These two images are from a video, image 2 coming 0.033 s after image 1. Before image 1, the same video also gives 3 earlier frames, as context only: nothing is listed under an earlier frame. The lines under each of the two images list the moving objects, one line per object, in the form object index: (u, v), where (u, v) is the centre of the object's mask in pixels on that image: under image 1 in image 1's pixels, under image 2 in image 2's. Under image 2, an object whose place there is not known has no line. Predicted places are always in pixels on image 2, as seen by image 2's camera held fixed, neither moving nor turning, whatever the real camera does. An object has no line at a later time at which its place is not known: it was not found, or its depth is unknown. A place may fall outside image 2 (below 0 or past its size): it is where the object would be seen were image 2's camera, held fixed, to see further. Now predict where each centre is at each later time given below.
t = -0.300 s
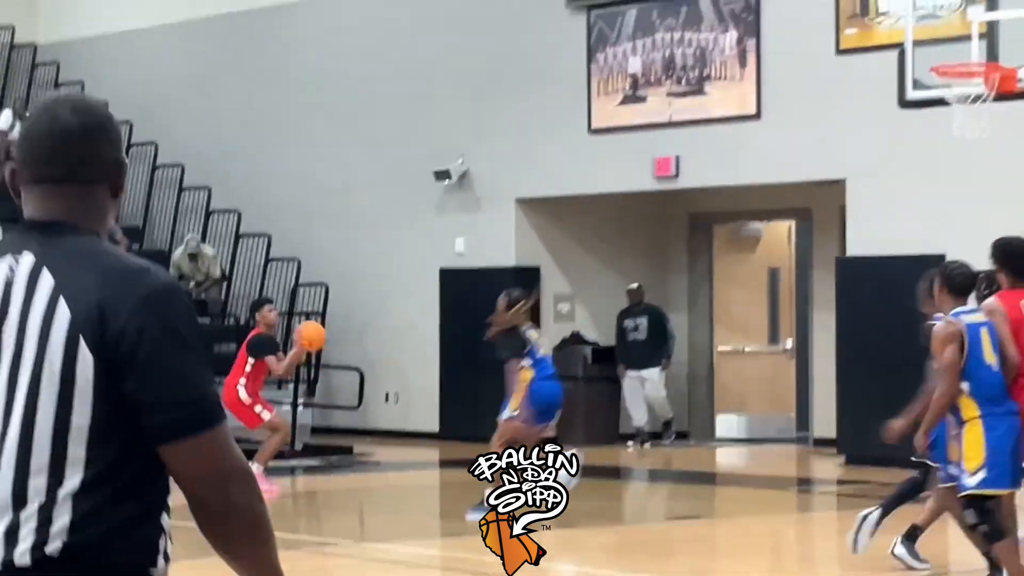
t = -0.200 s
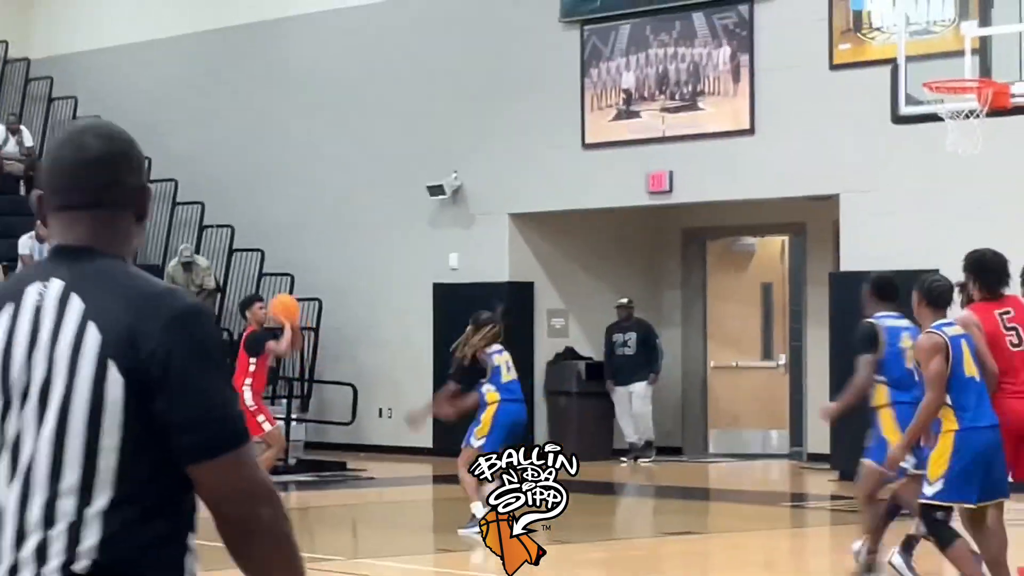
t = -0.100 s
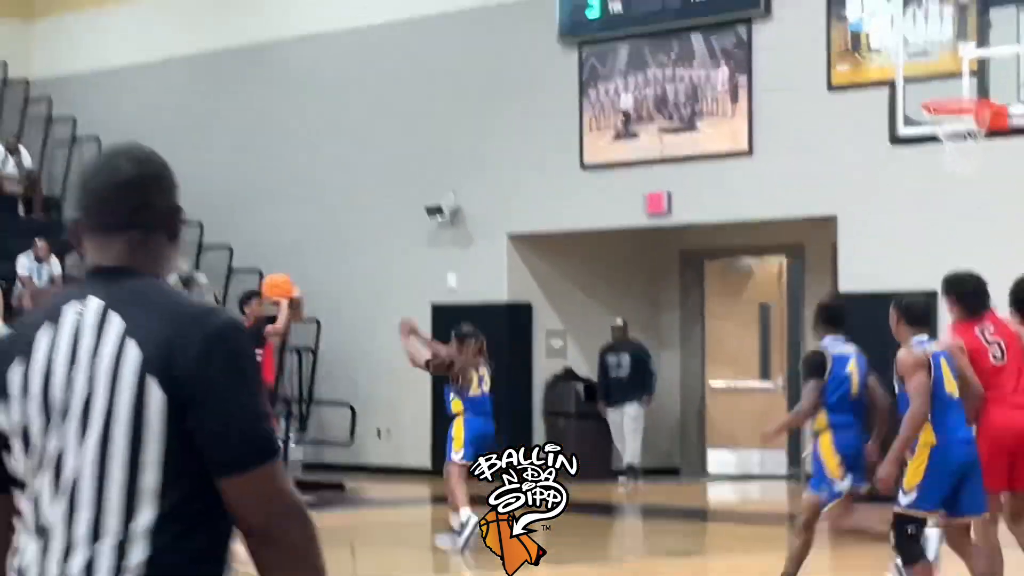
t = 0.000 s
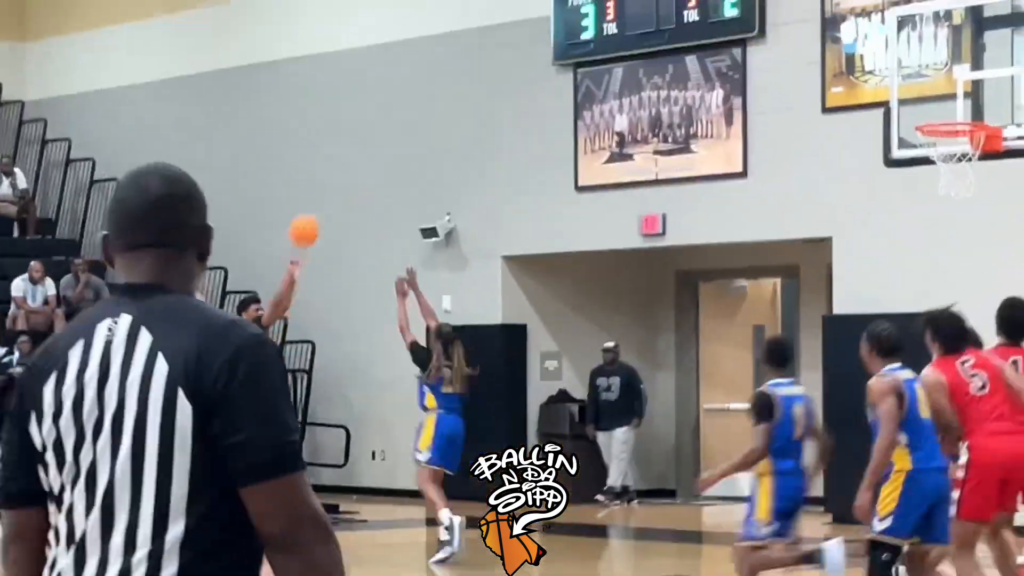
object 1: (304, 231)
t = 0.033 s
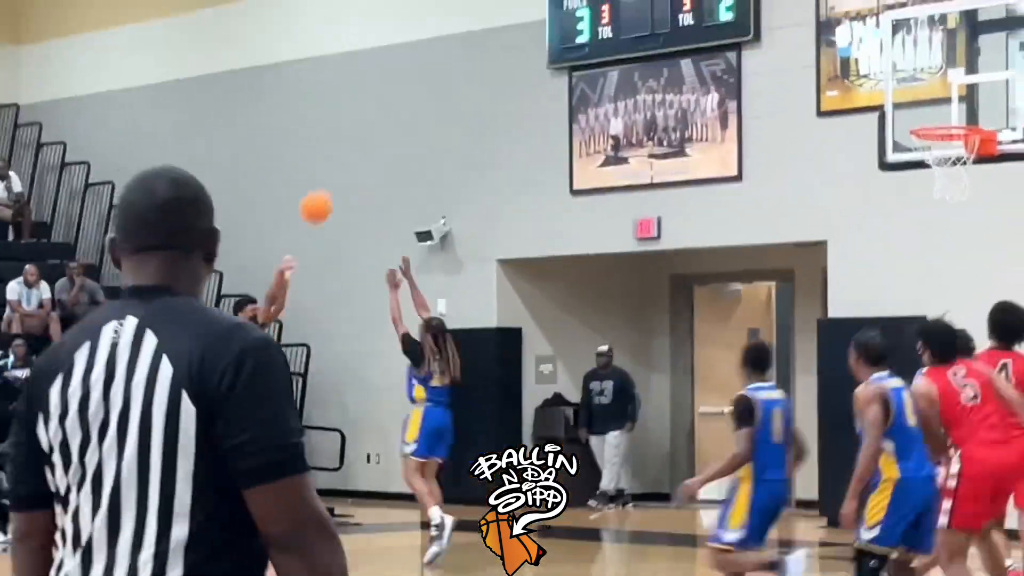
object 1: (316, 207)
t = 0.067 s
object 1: (333, 181)
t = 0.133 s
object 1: (367, 133)
